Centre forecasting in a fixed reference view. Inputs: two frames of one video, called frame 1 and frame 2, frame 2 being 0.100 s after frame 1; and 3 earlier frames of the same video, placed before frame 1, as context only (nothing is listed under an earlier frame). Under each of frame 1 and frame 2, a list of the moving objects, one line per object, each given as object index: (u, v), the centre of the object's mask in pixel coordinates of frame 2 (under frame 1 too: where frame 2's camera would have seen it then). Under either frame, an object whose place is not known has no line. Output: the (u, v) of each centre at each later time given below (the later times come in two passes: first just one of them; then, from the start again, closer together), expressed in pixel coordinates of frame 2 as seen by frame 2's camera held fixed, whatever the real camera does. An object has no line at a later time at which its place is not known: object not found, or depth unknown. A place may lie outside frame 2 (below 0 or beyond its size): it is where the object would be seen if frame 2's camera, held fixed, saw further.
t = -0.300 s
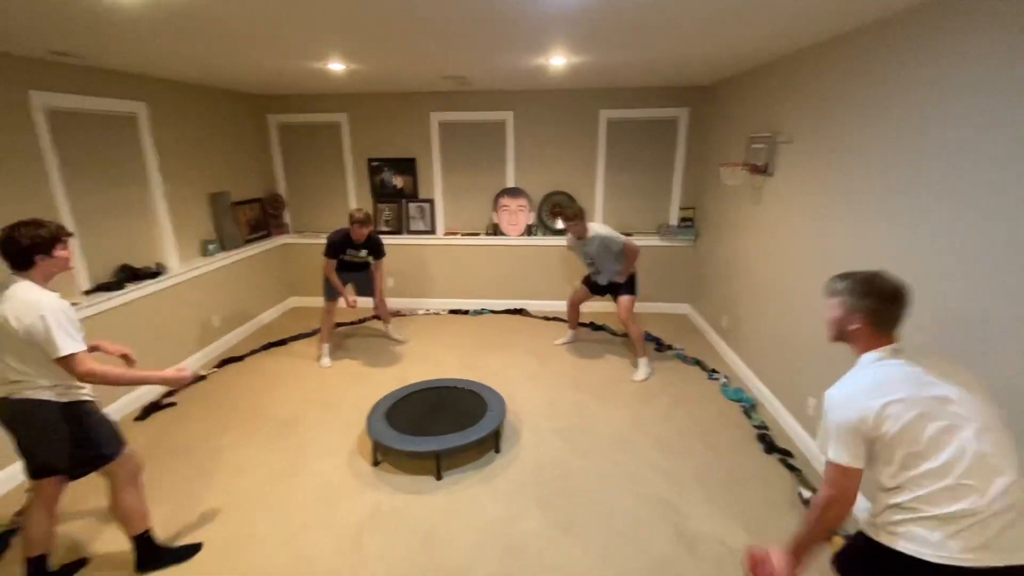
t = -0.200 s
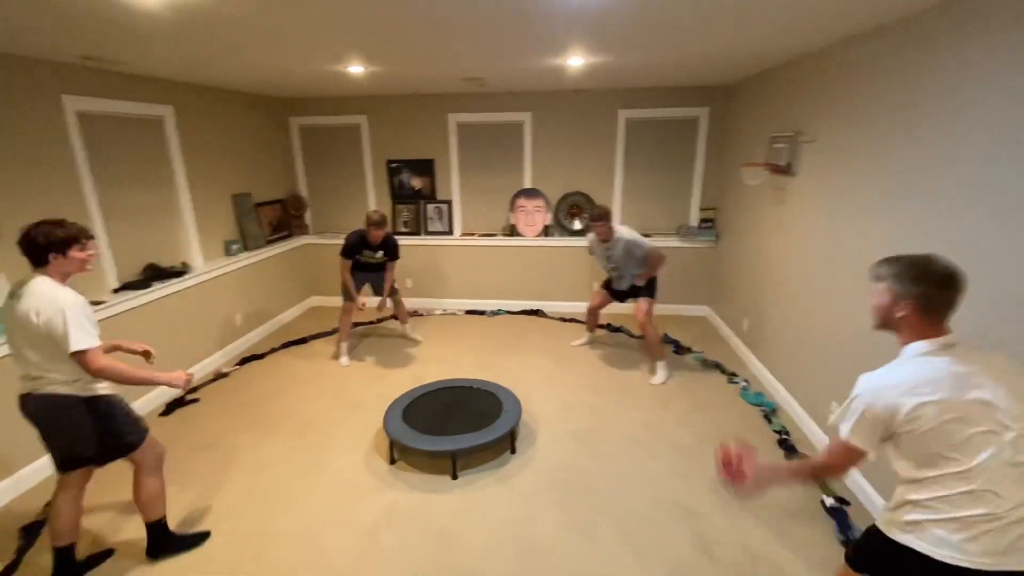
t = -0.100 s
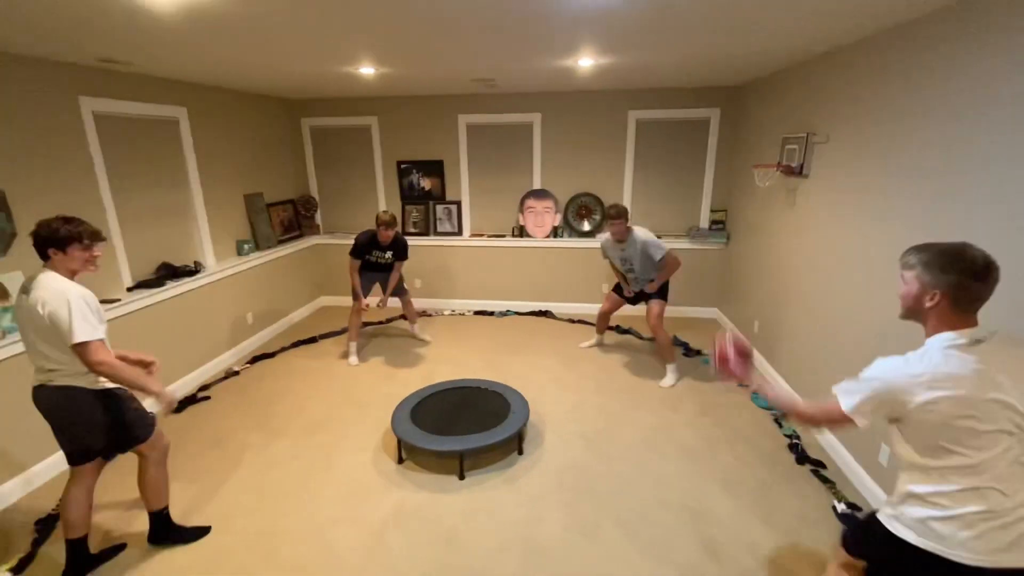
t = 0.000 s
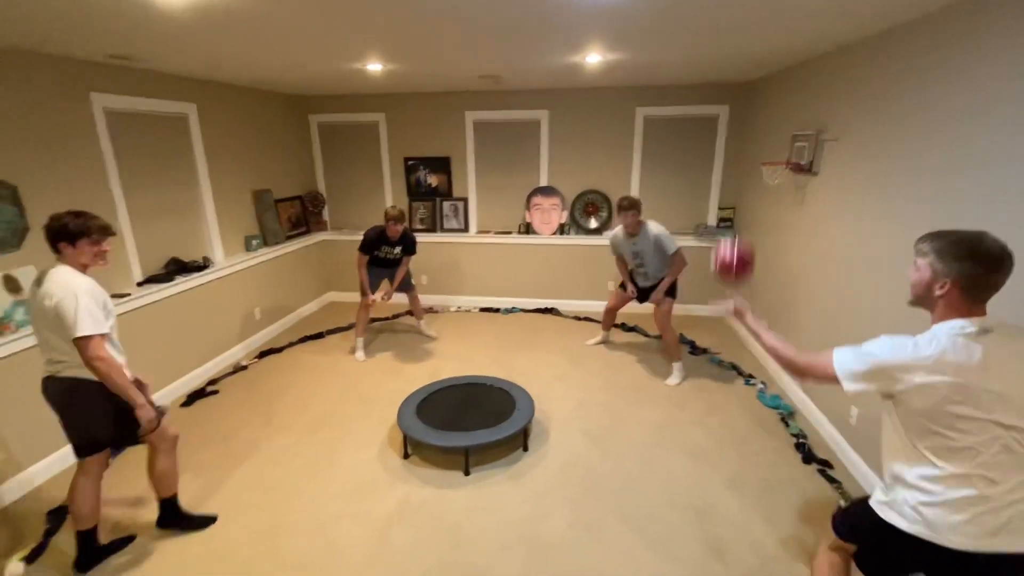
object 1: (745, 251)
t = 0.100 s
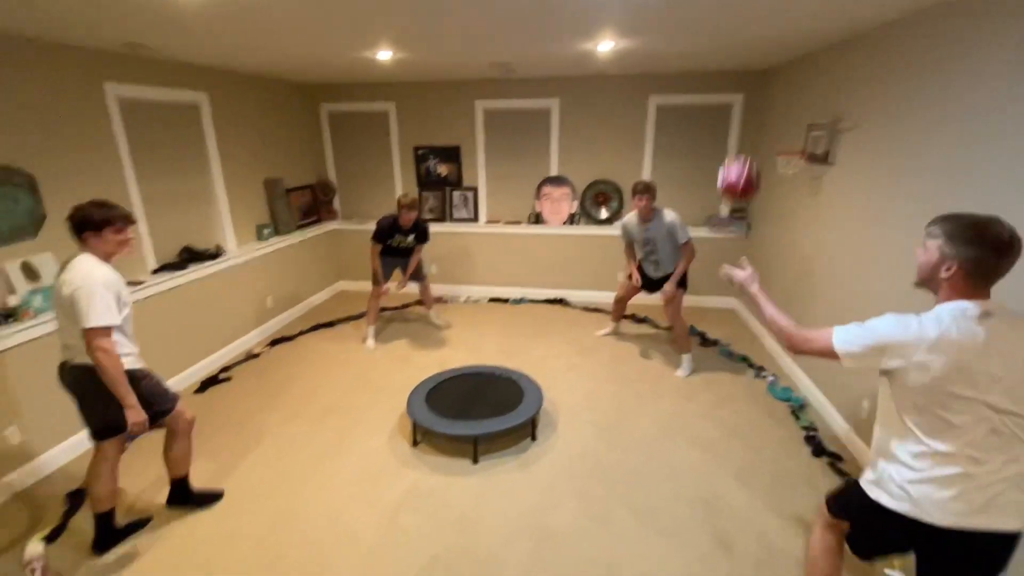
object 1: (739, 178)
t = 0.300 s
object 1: (720, 116)
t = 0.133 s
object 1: (736, 161)
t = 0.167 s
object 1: (732, 147)
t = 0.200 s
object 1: (729, 135)
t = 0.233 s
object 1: (726, 127)
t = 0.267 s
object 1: (723, 120)
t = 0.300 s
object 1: (720, 116)
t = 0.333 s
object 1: (715, 115)
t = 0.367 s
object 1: (712, 116)
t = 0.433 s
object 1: (702, 125)
